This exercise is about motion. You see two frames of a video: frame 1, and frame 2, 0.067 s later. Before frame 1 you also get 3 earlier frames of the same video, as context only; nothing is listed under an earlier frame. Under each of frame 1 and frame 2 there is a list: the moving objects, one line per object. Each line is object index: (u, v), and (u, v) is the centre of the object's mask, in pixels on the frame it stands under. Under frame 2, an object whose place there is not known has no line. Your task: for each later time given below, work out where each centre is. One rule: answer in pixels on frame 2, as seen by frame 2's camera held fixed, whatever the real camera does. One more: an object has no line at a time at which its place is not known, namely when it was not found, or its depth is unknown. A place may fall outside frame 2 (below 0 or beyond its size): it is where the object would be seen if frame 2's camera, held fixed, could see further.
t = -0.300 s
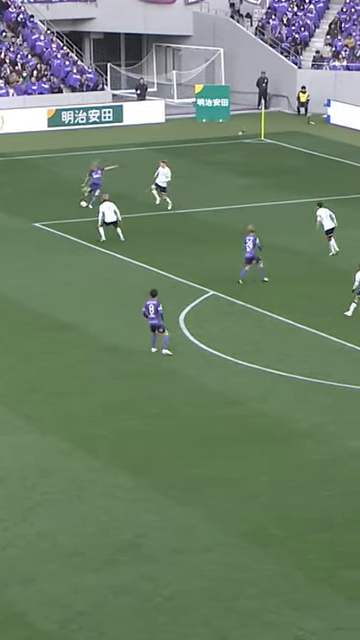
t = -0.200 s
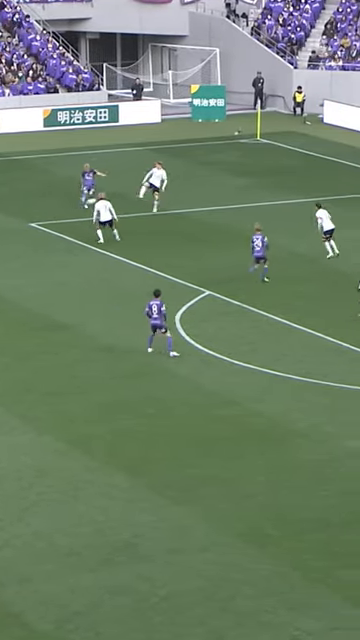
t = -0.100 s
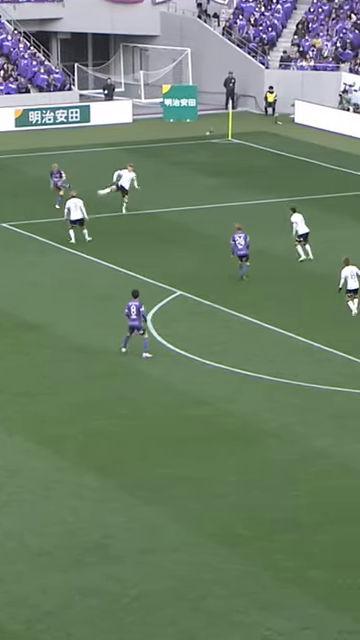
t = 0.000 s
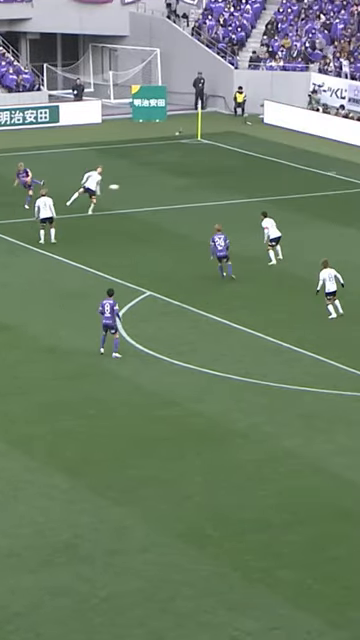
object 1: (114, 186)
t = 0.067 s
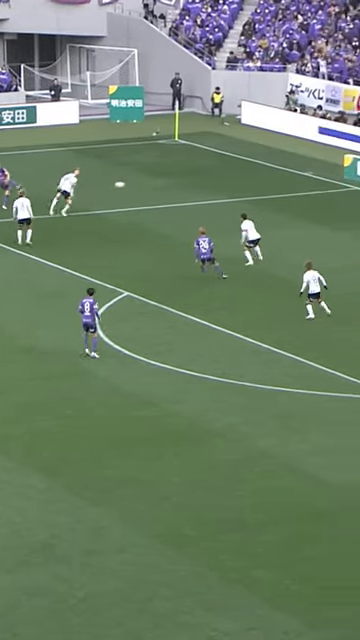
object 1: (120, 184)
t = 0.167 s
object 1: (159, 183)
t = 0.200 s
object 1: (171, 183)
